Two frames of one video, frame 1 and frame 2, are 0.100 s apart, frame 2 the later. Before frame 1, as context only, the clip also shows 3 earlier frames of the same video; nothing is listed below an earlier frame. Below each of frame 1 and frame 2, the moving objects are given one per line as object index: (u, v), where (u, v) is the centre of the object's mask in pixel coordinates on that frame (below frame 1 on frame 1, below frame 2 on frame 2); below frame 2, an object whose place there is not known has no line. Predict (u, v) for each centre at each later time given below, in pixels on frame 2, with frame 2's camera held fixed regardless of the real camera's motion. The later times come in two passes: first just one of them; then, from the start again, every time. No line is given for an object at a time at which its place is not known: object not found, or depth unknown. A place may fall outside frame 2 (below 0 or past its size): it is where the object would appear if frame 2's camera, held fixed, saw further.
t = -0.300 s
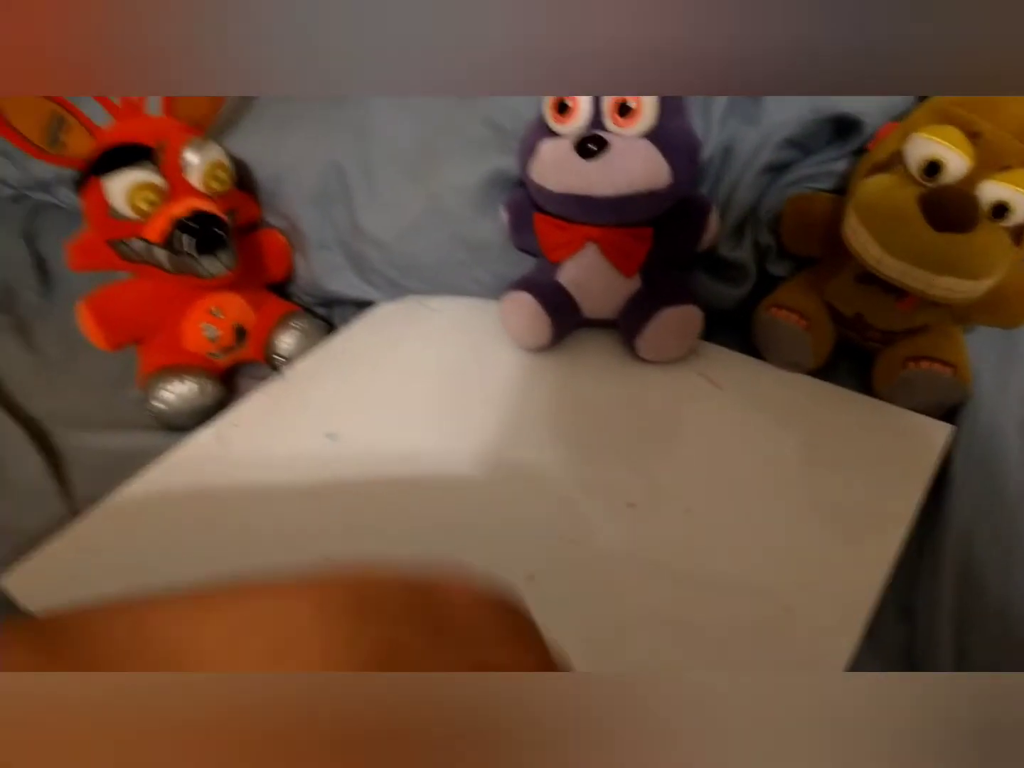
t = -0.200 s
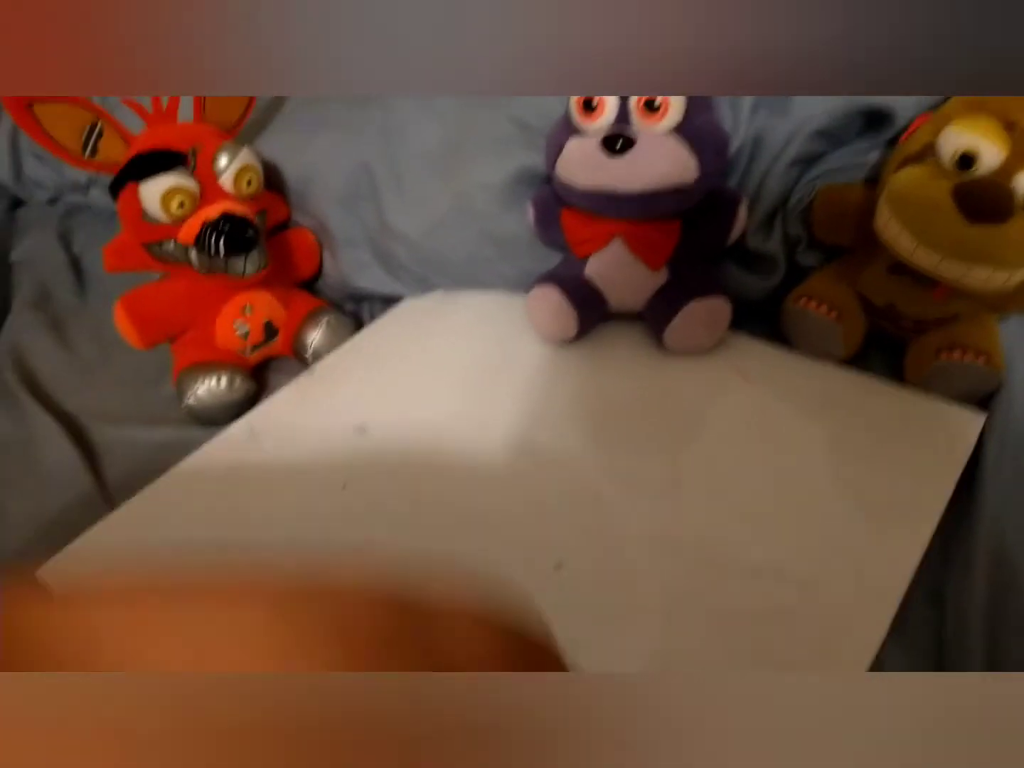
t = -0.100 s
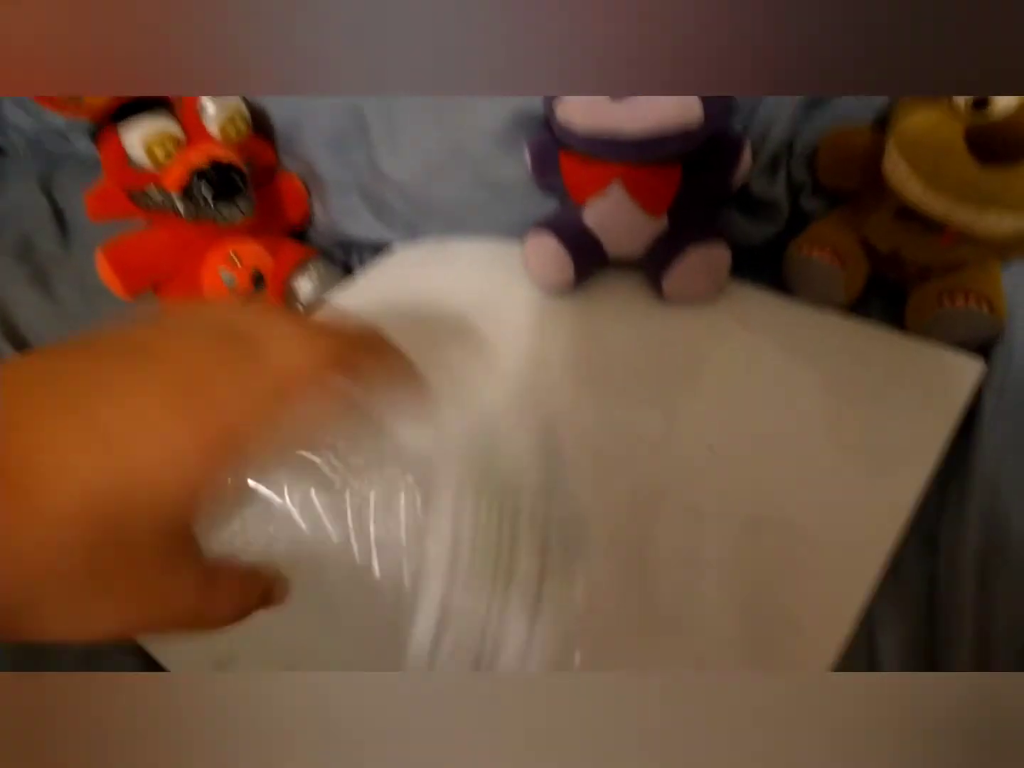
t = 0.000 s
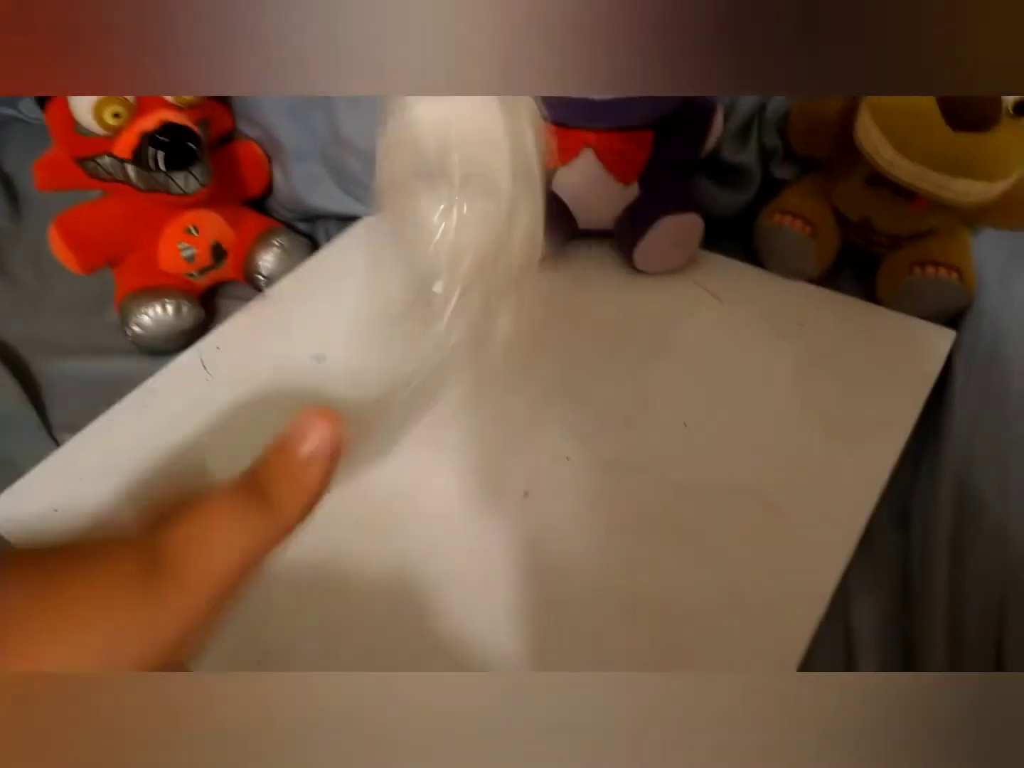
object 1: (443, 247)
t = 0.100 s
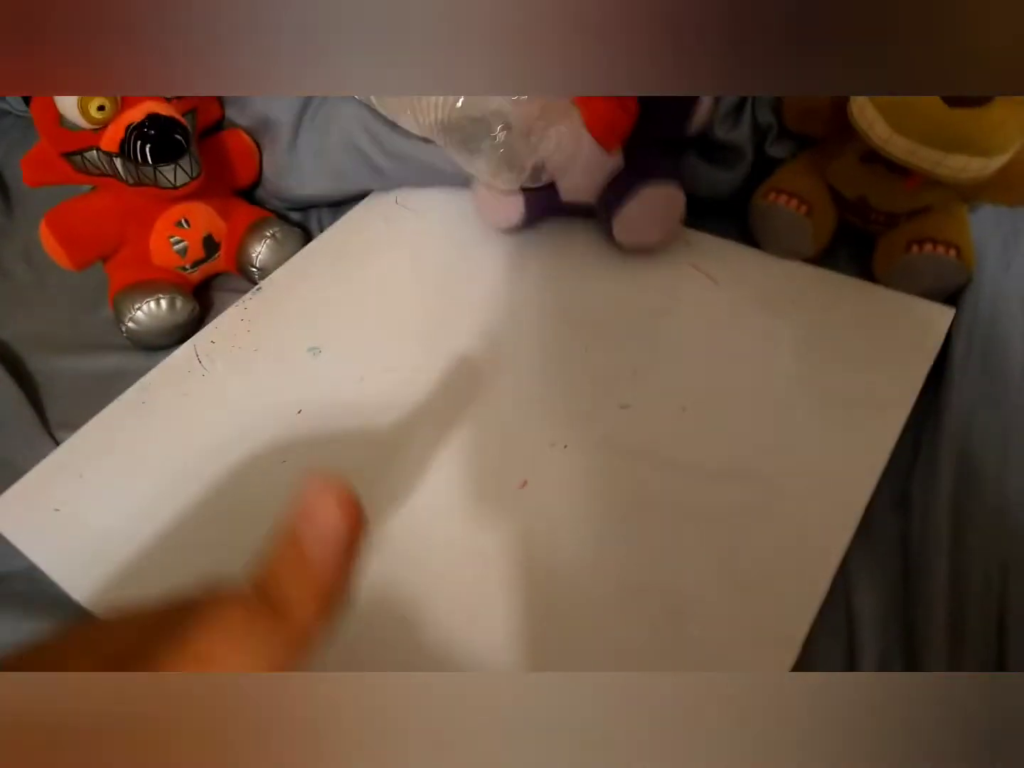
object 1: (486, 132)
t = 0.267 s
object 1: (413, 218)
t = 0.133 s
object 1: (478, 140)
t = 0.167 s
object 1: (462, 149)
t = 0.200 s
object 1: (455, 168)
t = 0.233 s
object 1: (404, 175)
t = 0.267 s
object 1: (413, 218)
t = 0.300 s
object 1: (399, 256)
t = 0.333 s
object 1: (383, 279)
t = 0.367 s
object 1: (356, 303)
